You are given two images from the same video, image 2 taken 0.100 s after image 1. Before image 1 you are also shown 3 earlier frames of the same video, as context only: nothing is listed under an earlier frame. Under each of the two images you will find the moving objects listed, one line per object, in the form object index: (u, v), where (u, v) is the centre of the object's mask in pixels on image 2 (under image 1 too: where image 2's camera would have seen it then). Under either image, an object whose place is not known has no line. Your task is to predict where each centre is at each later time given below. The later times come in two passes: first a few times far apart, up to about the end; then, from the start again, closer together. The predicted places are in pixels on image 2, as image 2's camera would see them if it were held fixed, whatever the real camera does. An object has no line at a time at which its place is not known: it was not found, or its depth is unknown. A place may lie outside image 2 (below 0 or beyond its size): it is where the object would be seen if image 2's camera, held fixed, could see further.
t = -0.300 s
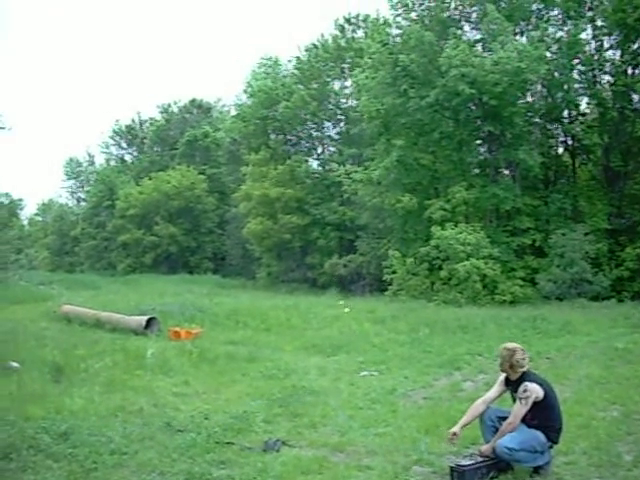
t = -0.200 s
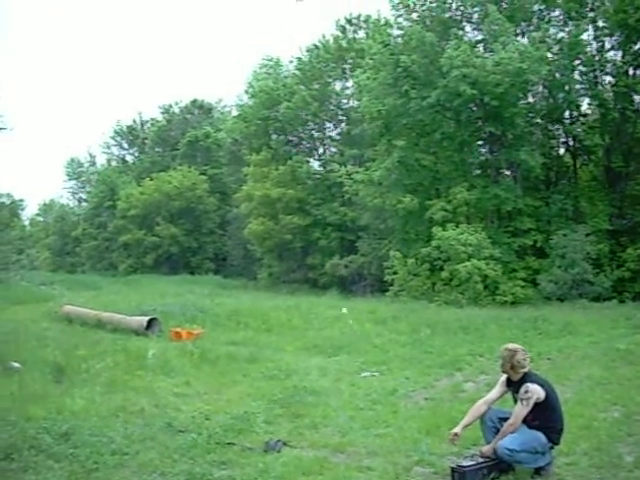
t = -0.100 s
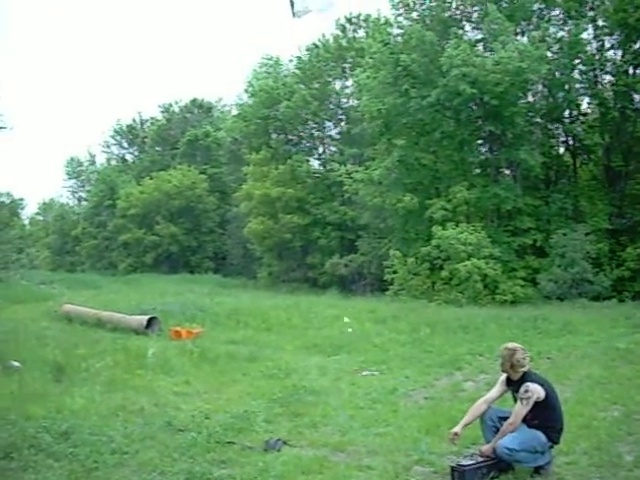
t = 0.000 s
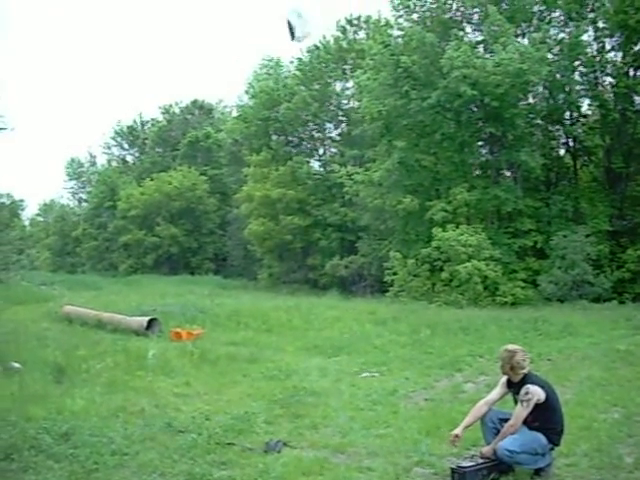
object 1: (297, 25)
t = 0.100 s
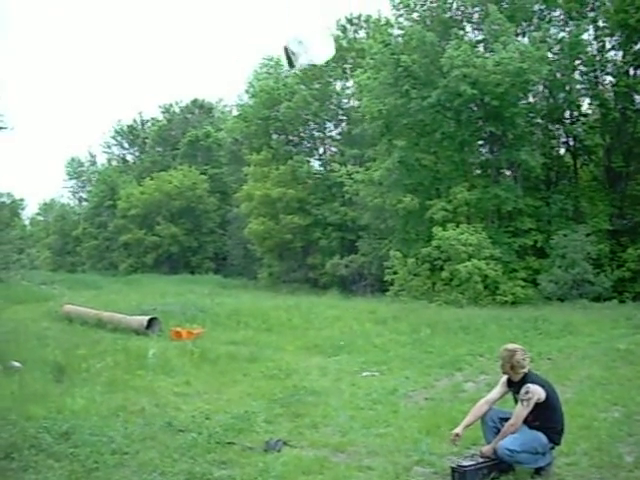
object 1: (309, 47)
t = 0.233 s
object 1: (305, 90)
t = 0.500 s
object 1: (288, 209)
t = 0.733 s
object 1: (282, 353)
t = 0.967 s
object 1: (289, 360)
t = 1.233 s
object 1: (286, 367)
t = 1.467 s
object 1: (285, 370)
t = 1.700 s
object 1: (284, 370)
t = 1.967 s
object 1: (284, 370)
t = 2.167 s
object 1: (284, 371)
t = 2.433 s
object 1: (284, 370)
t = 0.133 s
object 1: (309, 60)
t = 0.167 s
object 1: (307, 66)
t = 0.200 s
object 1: (306, 78)
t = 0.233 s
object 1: (305, 90)
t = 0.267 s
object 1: (304, 103)
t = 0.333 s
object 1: (300, 130)
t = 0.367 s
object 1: (298, 144)
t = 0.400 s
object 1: (296, 160)
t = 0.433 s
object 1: (294, 175)
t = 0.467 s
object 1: (291, 192)
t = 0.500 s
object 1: (288, 209)
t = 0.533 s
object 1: (286, 227)
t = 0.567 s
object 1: (284, 250)
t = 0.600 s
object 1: (281, 268)
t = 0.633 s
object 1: (280, 289)
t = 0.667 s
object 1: (280, 310)
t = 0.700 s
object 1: (281, 331)
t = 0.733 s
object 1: (282, 353)
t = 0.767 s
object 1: (285, 370)
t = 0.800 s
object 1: (287, 369)
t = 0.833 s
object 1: (288, 365)
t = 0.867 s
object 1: (288, 362)
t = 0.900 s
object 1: (288, 361)
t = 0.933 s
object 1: (289, 361)
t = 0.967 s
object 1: (289, 360)
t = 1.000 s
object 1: (289, 361)
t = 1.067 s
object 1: (288, 362)
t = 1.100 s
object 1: (288, 363)
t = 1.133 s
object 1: (287, 364)
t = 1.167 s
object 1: (287, 365)
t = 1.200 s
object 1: (286, 366)
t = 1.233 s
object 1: (286, 367)
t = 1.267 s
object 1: (285, 368)
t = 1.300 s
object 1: (285, 369)
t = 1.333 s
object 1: (285, 369)
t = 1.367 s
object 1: (285, 369)
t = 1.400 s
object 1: (285, 370)
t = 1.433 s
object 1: (285, 370)
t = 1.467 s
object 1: (285, 370)
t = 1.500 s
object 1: (284, 370)
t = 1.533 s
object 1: (284, 370)
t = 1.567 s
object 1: (284, 370)
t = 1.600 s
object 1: (284, 370)
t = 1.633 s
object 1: (284, 370)
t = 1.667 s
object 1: (284, 370)
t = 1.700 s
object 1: (284, 370)
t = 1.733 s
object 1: (284, 370)
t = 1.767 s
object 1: (284, 370)
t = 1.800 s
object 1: (284, 370)
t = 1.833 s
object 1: (284, 370)
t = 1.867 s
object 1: (284, 370)
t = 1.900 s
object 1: (284, 370)
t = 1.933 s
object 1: (284, 370)
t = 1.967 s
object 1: (284, 370)
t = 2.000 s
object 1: (284, 370)
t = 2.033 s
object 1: (284, 370)
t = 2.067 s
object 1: (284, 371)
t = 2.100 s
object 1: (284, 370)
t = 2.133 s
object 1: (284, 371)
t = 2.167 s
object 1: (284, 371)
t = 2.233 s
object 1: (284, 371)
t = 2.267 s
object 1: (284, 371)
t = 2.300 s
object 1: (284, 371)
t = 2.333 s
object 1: (284, 371)
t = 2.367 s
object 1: (284, 370)
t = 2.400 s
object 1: (284, 371)
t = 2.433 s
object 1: (284, 370)
